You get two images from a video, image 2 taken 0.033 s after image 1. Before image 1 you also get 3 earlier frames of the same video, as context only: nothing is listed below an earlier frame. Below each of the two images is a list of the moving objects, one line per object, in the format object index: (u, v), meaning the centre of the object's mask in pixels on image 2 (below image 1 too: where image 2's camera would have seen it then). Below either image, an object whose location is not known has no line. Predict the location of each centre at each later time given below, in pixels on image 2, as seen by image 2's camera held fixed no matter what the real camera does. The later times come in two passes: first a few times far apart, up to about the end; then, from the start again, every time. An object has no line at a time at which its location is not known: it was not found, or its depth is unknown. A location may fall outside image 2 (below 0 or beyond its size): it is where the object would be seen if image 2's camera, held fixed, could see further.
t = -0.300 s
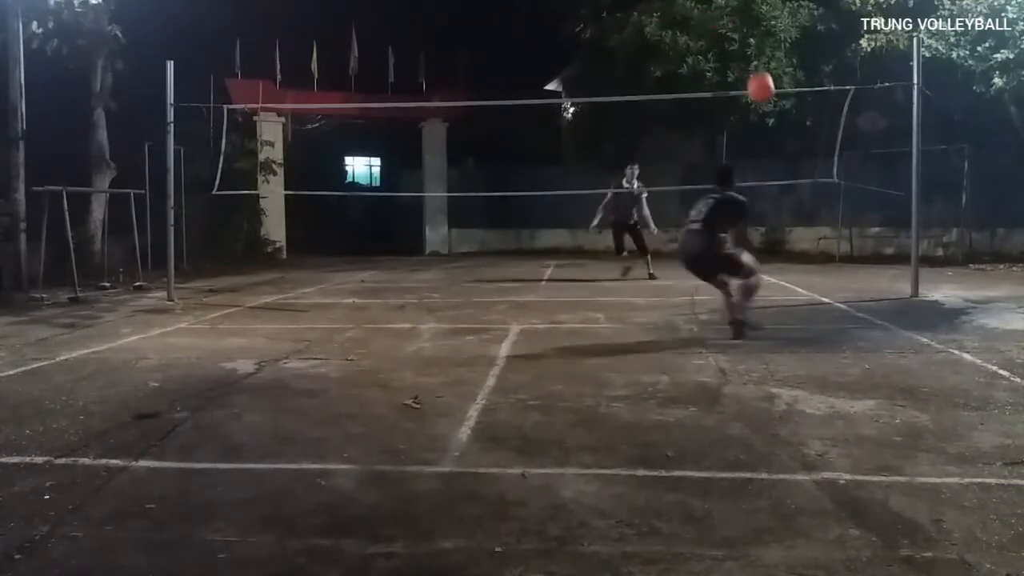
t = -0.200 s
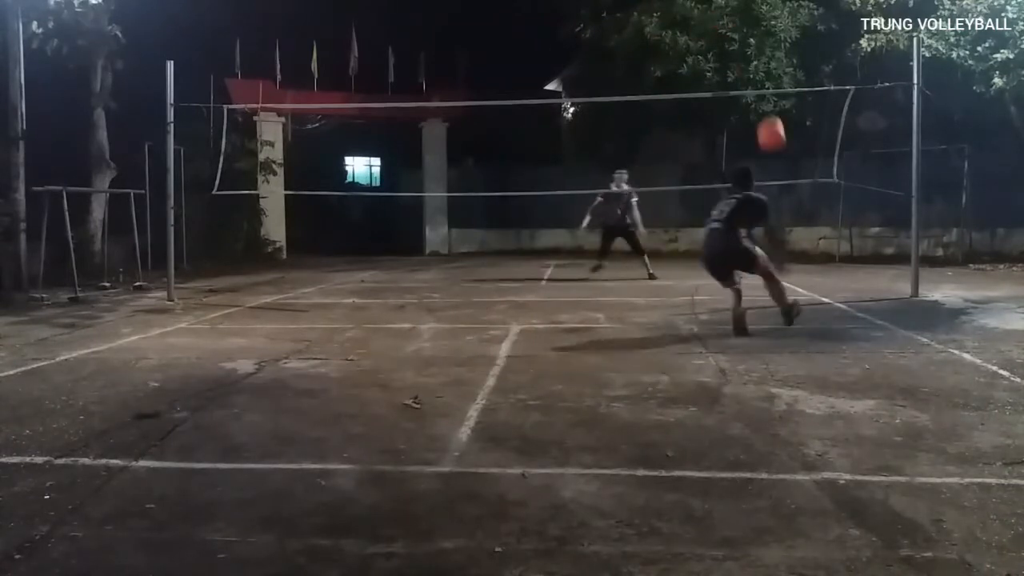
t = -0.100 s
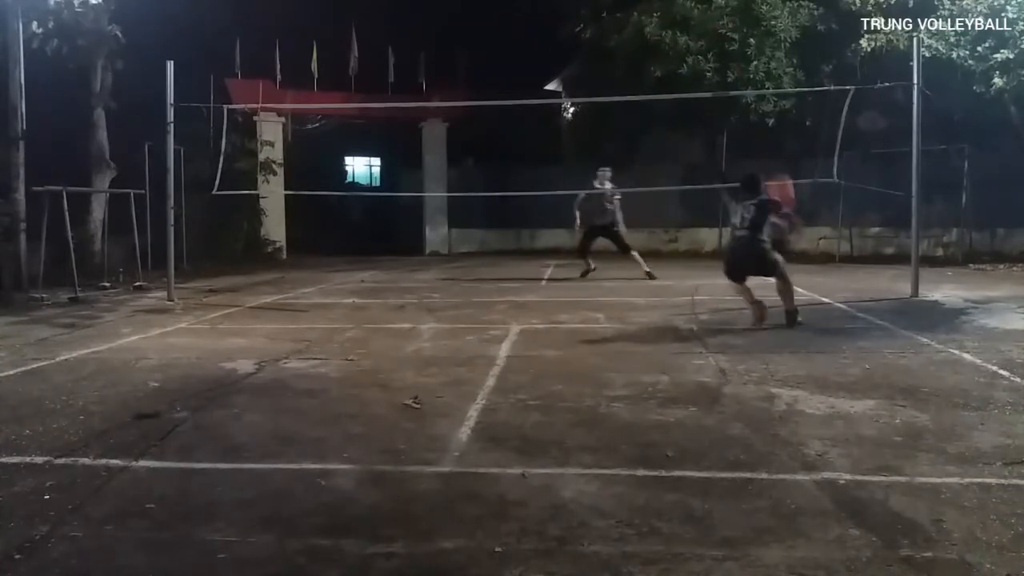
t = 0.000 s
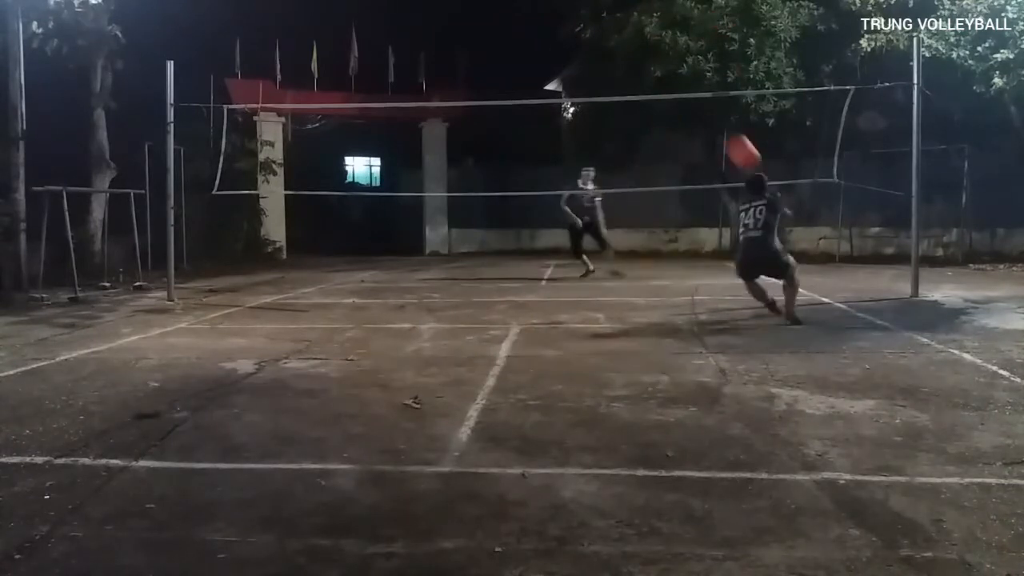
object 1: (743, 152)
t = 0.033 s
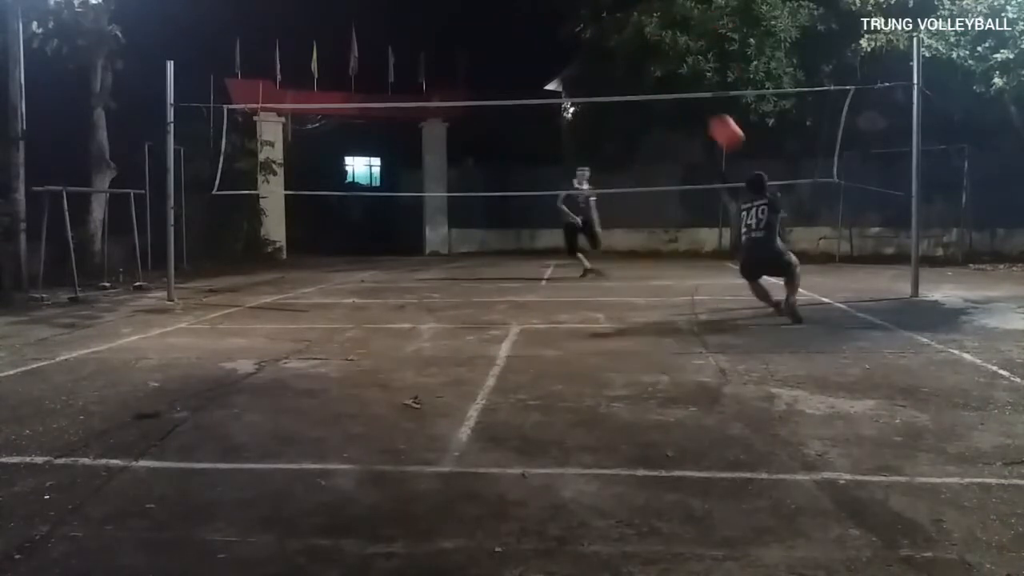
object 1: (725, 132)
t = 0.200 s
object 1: (655, 56)
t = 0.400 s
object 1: (585, 13)
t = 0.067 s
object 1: (710, 114)
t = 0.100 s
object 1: (695, 96)
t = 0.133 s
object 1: (681, 80)
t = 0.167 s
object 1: (668, 68)
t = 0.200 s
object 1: (655, 56)
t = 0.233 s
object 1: (642, 45)
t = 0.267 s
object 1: (630, 36)
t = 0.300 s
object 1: (618, 28)
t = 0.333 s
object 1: (607, 22)
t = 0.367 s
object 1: (596, 17)
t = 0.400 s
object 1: (585, 13)
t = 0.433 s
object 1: (575, 10)
